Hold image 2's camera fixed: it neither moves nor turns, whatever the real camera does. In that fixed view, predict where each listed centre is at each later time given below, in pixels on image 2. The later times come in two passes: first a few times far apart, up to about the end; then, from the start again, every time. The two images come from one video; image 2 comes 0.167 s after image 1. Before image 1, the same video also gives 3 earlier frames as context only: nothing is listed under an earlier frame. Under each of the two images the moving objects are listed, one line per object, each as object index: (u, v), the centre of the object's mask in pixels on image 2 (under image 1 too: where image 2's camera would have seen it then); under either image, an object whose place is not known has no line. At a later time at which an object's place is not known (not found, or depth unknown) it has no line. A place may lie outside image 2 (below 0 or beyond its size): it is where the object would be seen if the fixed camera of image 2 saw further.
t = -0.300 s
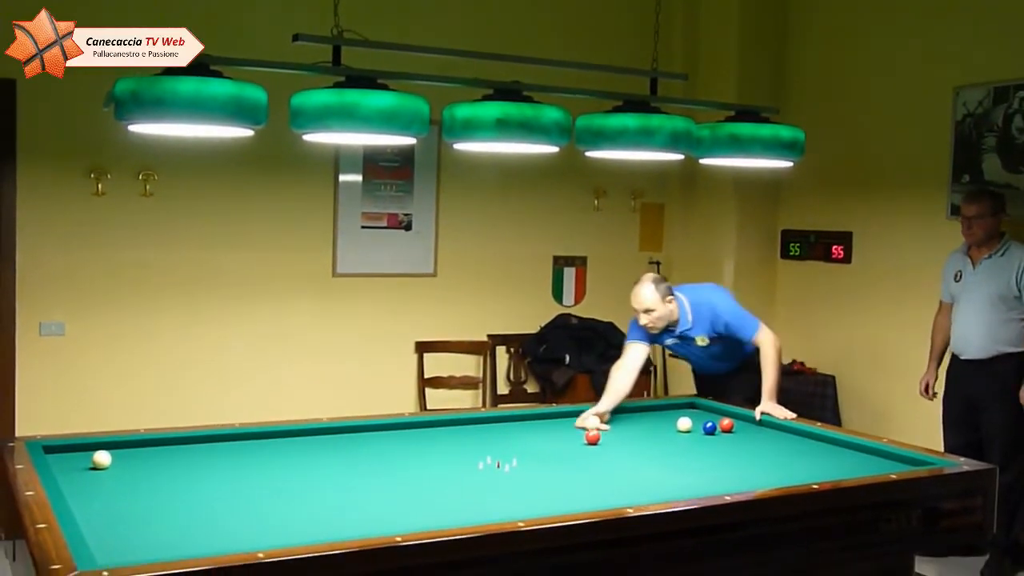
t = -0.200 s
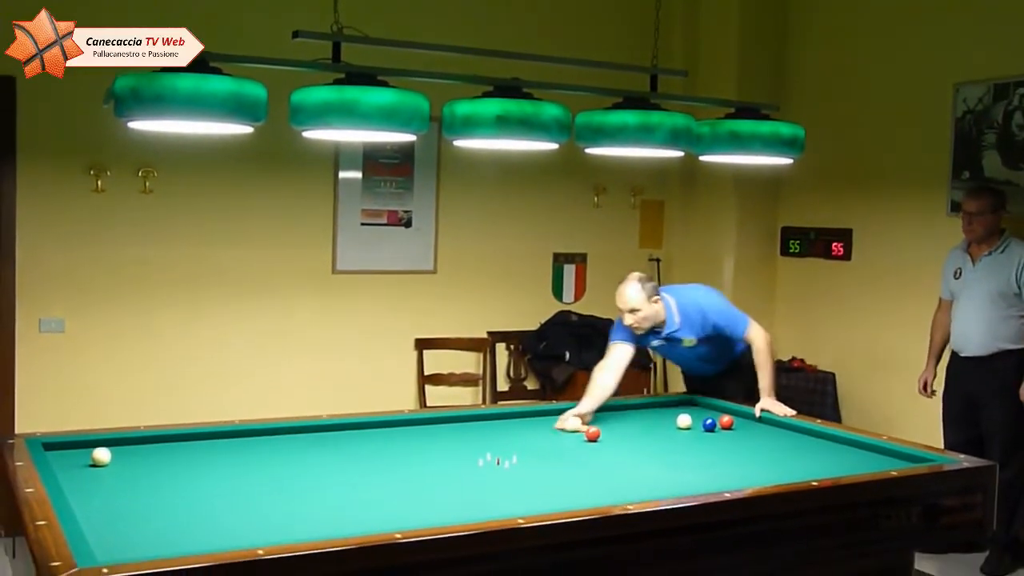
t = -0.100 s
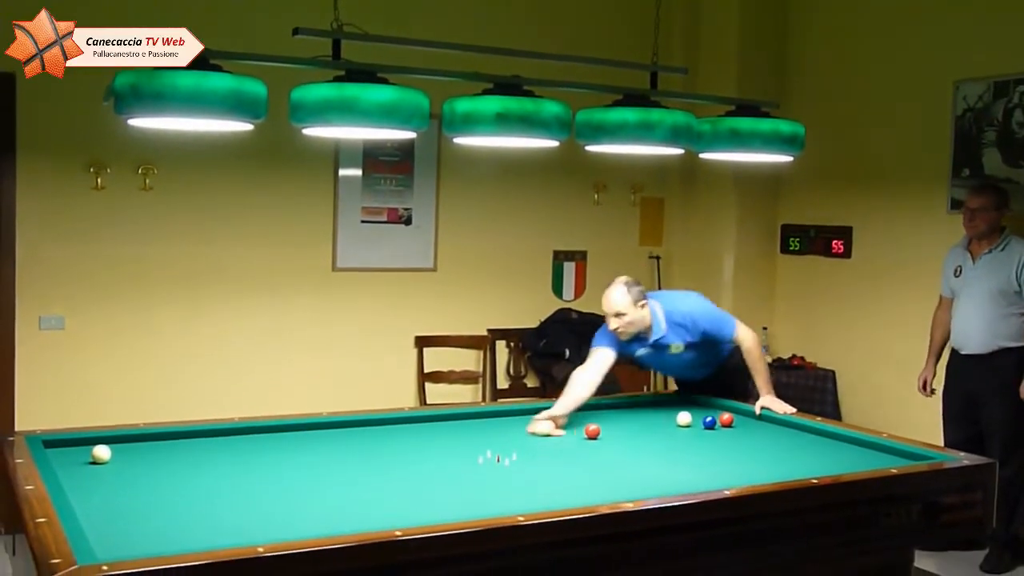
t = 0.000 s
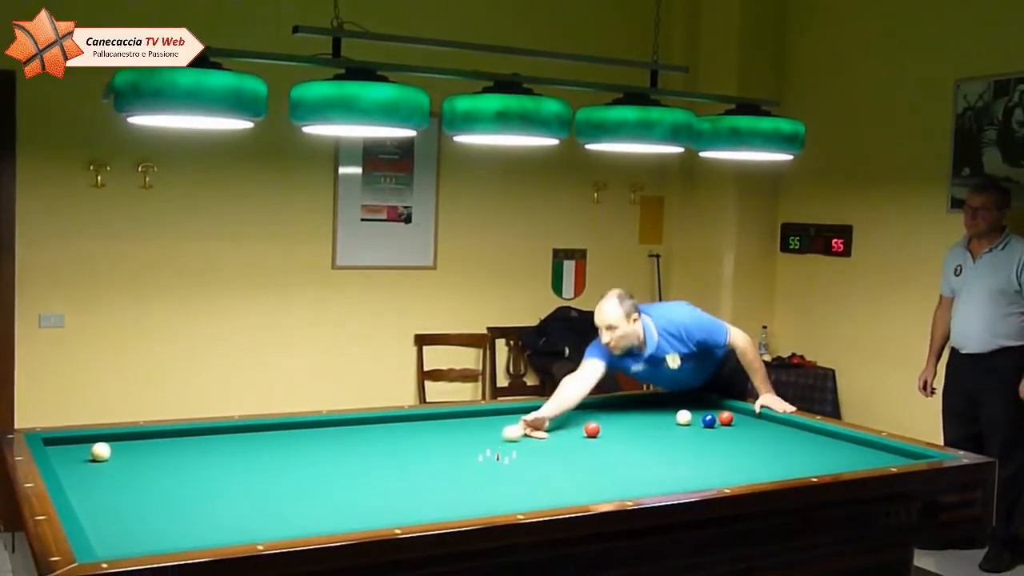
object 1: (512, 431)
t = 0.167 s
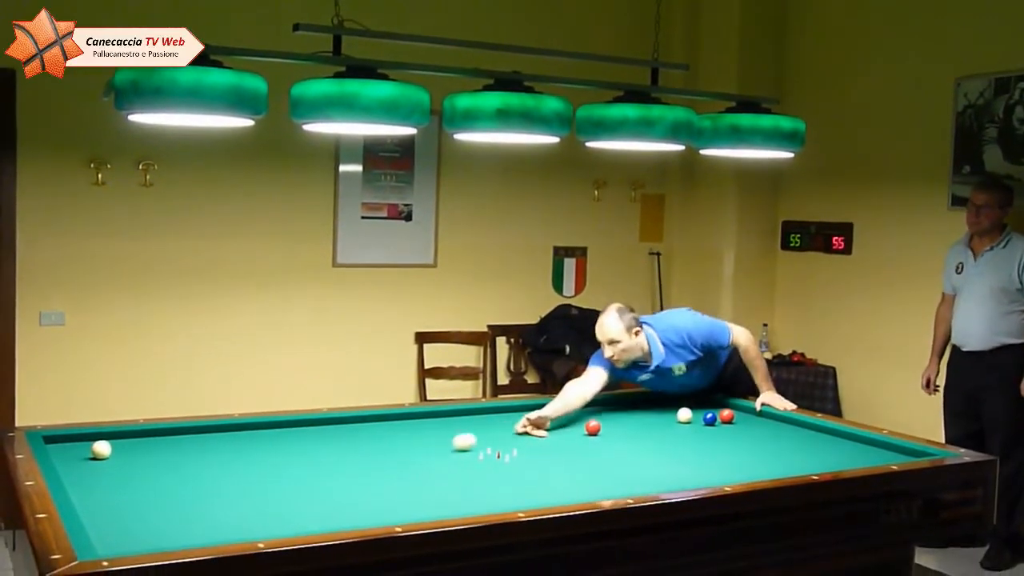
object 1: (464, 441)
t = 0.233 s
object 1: (445, 446)
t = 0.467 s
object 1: (377, 461)
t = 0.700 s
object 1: (301, 477)
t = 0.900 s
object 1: (228, 494)
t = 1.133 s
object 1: (130, 516)
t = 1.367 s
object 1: (159, 523)
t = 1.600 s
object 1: (235, 524)
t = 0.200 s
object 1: (454, 444)
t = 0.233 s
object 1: (445, 446)
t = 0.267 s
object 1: (435, 448)
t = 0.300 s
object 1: (426, 450)
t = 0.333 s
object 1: (416, 452)
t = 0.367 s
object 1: (407, 454)
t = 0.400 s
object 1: (397, 456)
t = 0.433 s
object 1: (387, 458)
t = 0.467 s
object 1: (377, 461)
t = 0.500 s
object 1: (367, 463)
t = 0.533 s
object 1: (357, 465)
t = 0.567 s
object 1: (346, 468)
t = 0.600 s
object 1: (335, 470)
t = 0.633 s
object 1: (324, 472)
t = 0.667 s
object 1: (313, 475)
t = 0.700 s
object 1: (301, 477)
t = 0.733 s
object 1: (290, 480)
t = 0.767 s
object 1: (279, 483)
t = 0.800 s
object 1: (266, 486)
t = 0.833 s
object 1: (254, 488)
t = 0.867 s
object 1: (241, 491)
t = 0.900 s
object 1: (228, 494)
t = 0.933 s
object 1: (215, 497)
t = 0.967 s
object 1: (201, 499)
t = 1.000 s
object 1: (187, 502)
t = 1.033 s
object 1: (173, 506)
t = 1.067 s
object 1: (159, 509)
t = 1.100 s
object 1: (144, 512)
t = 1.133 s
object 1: (130, 516)
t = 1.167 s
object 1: (114, 519)
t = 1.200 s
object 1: (99, 523)
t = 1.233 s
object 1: (102, 524)
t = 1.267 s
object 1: (118, 524)
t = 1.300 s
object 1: (132, 524)
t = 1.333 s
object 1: (145, 523)
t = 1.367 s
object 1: (159, 523)
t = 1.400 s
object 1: (172, 523)
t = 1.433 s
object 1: (183, 523)
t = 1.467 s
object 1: (195, 523)
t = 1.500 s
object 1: (206, 523)
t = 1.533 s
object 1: (216, 524)
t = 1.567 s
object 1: (226, 524)
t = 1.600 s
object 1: (235, 524)
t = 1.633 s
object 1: (245, 525)
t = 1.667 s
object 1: (254, 525)
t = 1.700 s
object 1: (263, 525)
